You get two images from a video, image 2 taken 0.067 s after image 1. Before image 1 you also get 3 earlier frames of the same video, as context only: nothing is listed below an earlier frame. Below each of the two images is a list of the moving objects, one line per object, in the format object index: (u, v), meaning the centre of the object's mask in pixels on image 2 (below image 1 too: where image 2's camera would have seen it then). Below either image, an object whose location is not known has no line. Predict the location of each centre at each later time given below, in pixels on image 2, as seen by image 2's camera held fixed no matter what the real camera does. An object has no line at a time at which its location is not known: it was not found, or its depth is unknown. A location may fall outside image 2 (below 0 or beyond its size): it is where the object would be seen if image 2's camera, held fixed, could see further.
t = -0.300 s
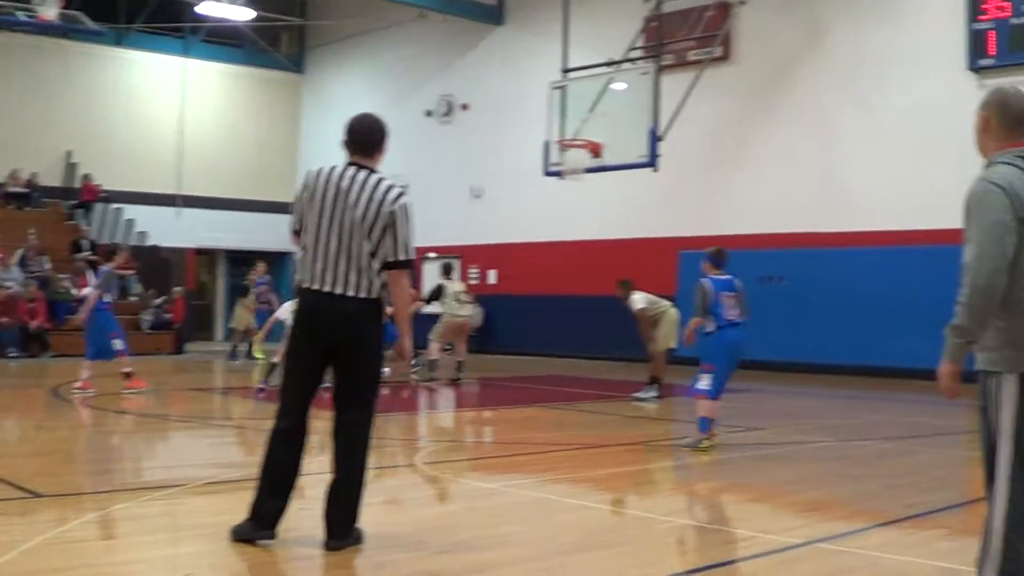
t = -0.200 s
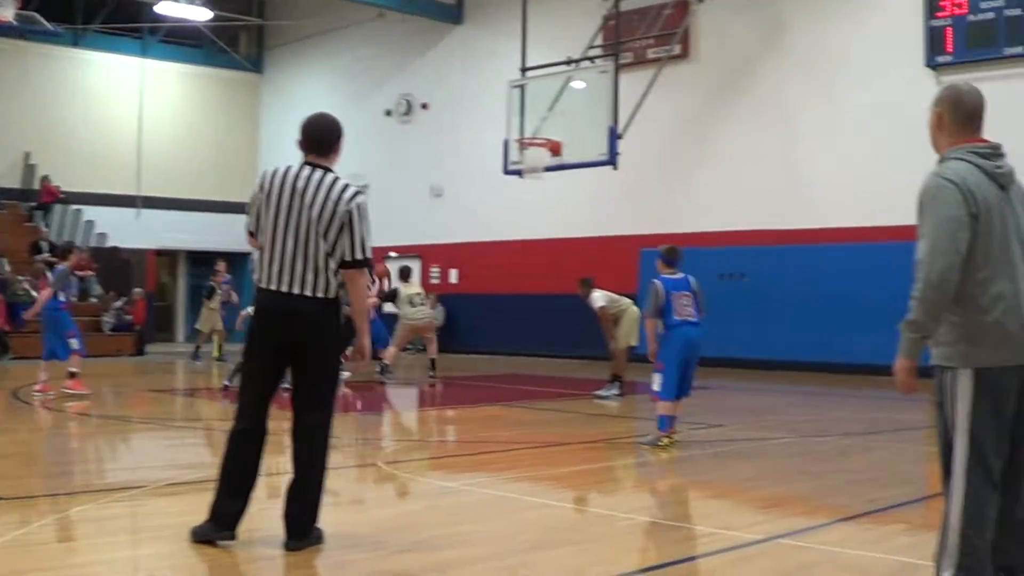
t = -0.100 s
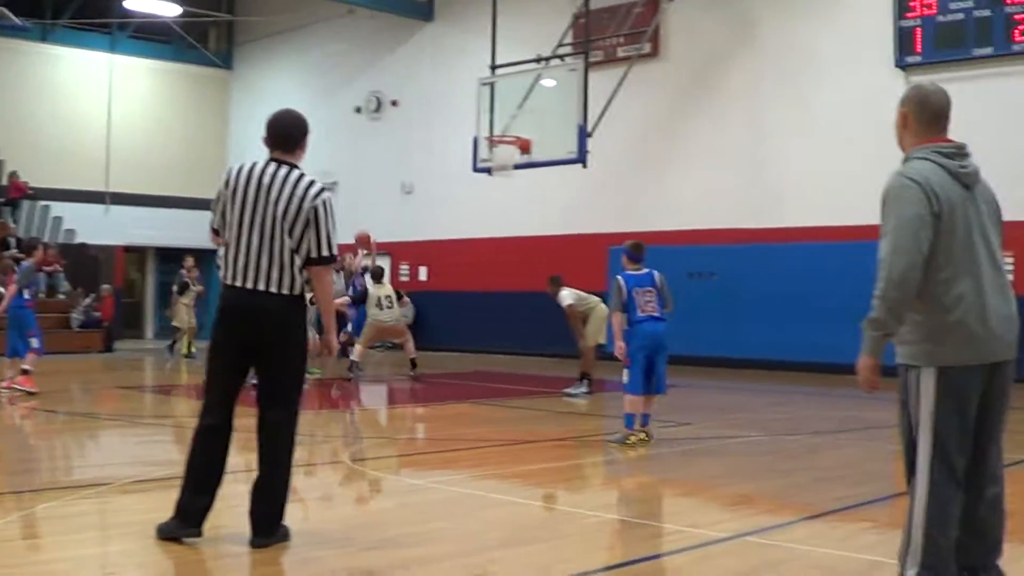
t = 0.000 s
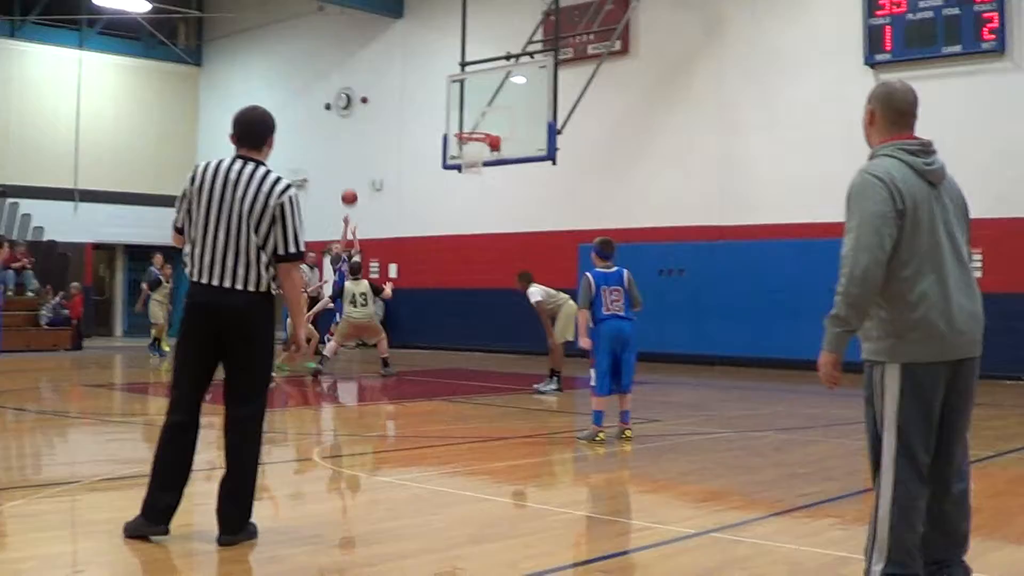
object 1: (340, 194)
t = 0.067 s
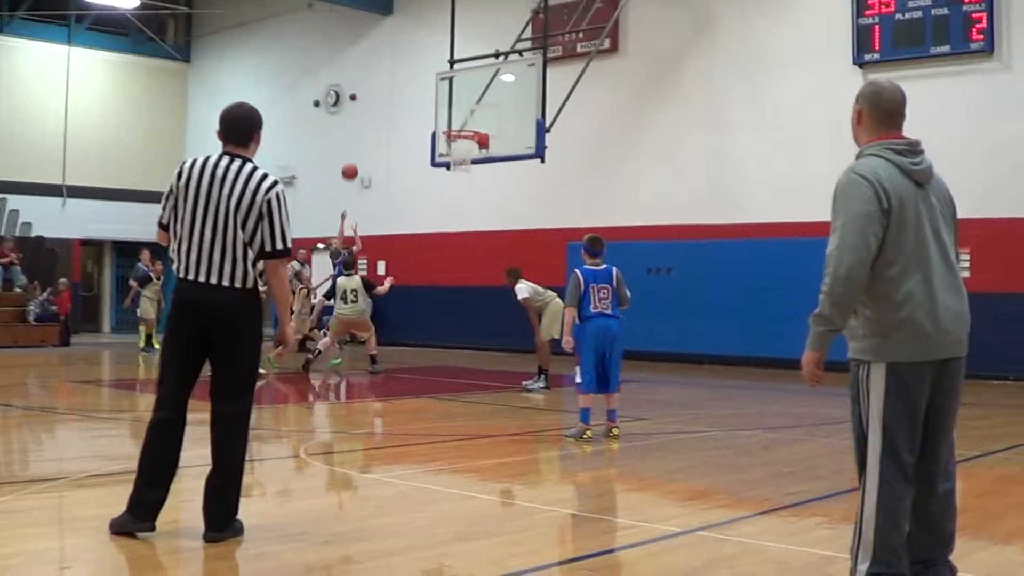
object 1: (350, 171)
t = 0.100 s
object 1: (354, 162)
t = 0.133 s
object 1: (360, 152)
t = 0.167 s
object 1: (365, 143)
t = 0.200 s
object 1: (370, 135)
